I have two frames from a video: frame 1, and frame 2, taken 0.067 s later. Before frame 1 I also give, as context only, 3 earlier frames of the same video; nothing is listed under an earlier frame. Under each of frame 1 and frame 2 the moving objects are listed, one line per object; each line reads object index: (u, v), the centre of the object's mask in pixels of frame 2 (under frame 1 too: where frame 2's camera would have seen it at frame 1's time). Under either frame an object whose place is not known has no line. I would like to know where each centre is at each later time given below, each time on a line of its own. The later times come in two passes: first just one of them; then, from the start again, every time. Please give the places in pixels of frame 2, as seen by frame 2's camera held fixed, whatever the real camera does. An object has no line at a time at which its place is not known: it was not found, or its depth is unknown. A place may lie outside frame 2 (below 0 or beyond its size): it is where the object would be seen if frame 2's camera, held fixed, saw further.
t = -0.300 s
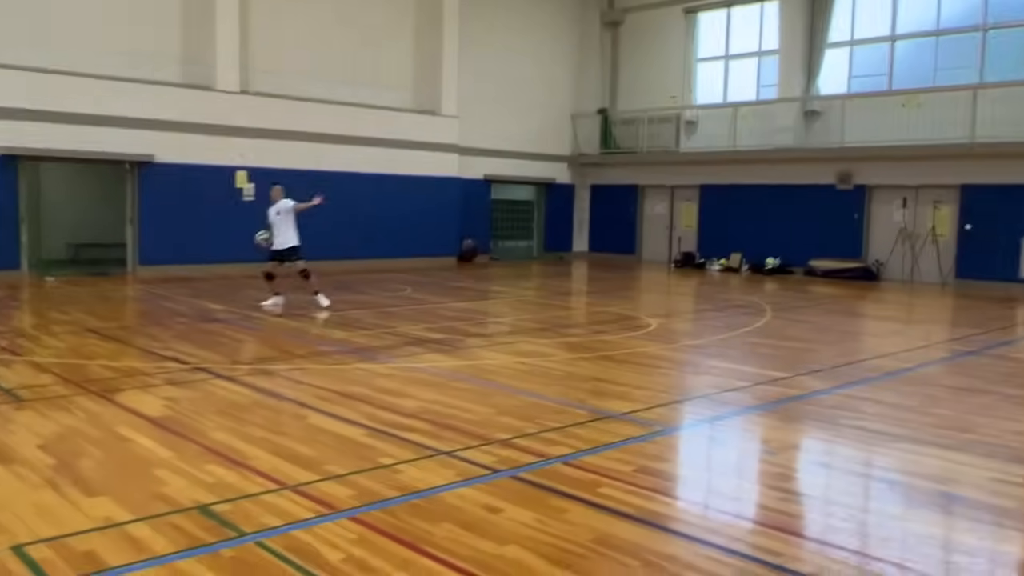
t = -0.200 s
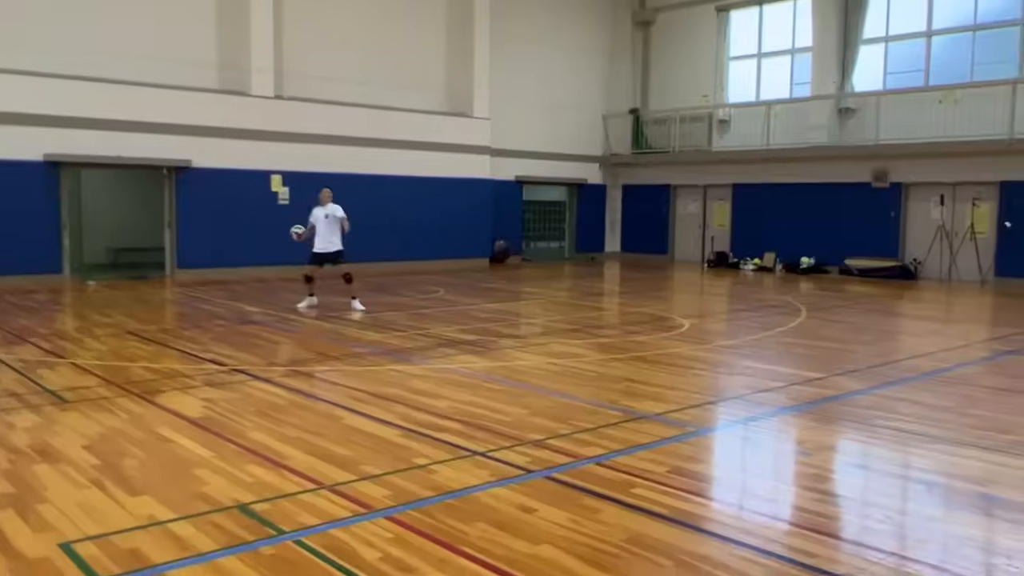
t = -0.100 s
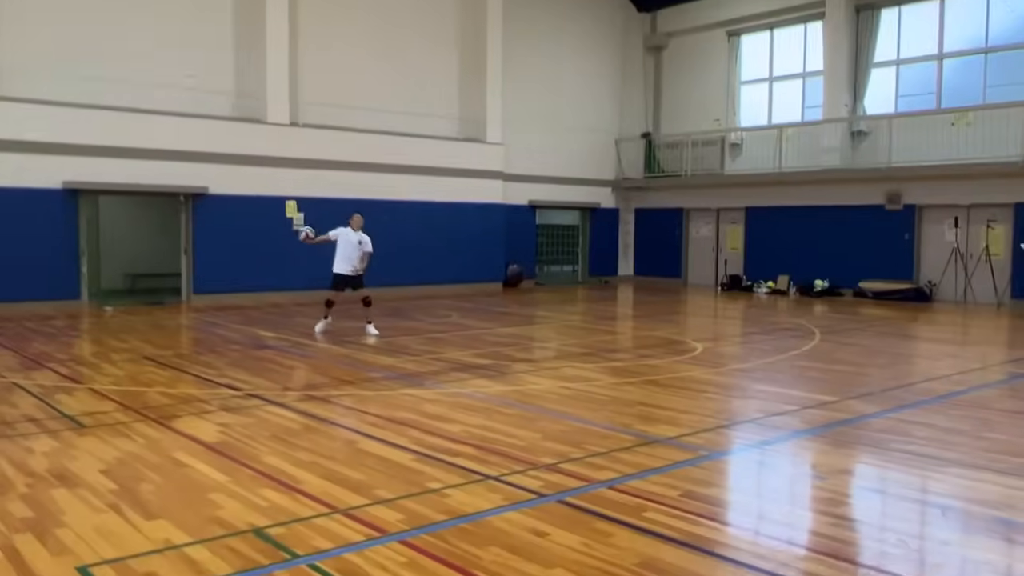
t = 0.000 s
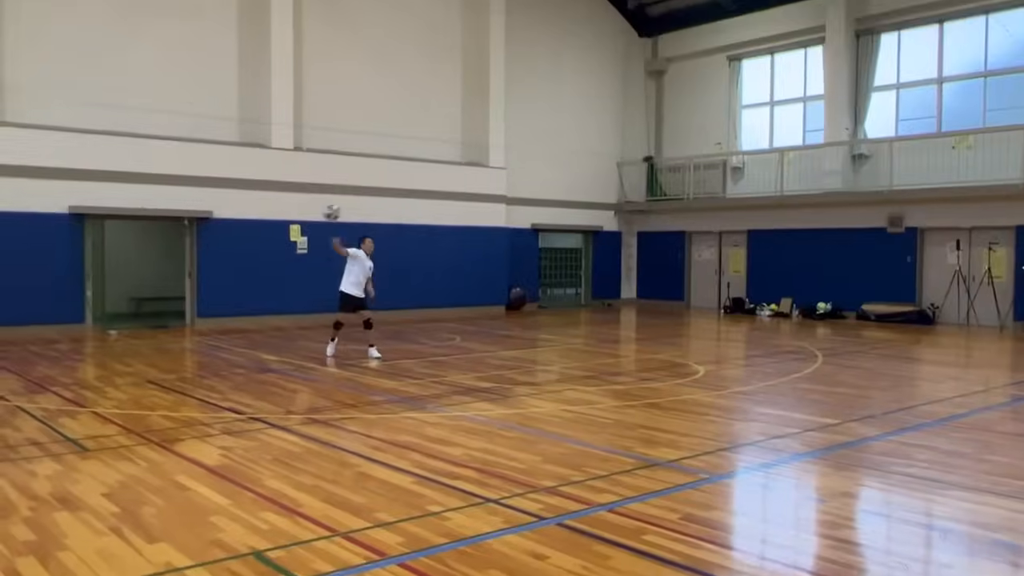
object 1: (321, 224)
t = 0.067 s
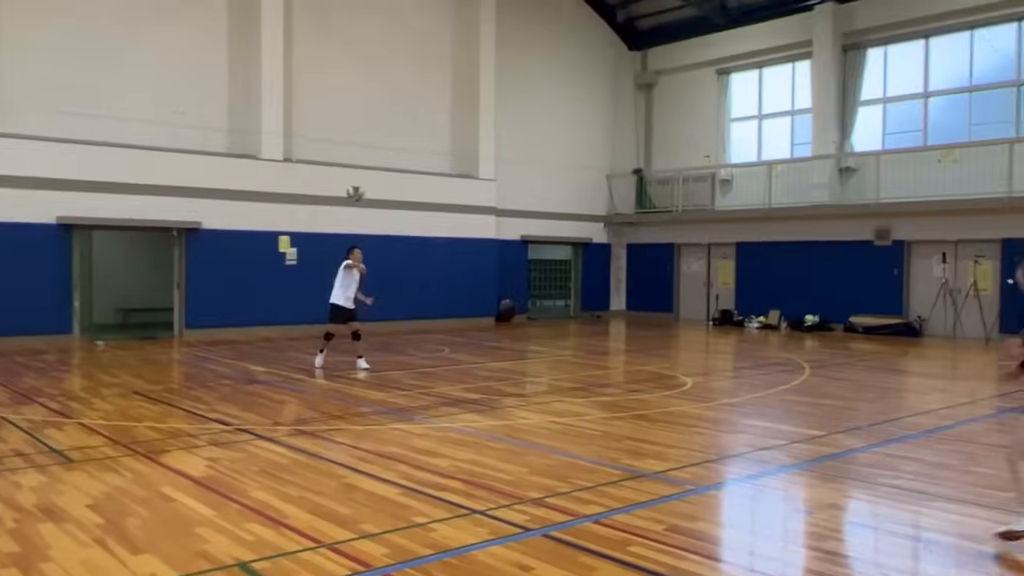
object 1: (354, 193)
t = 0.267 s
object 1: (477, 104)
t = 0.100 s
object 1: (373, 177)
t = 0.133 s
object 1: (392, 161)
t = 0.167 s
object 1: (411, 148)
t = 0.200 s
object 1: (432, 132)
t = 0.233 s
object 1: (453, 118)
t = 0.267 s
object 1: (477, 104)
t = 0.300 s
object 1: (500, 89)
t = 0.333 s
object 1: (525, 75)
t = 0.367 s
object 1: (550, 61)
